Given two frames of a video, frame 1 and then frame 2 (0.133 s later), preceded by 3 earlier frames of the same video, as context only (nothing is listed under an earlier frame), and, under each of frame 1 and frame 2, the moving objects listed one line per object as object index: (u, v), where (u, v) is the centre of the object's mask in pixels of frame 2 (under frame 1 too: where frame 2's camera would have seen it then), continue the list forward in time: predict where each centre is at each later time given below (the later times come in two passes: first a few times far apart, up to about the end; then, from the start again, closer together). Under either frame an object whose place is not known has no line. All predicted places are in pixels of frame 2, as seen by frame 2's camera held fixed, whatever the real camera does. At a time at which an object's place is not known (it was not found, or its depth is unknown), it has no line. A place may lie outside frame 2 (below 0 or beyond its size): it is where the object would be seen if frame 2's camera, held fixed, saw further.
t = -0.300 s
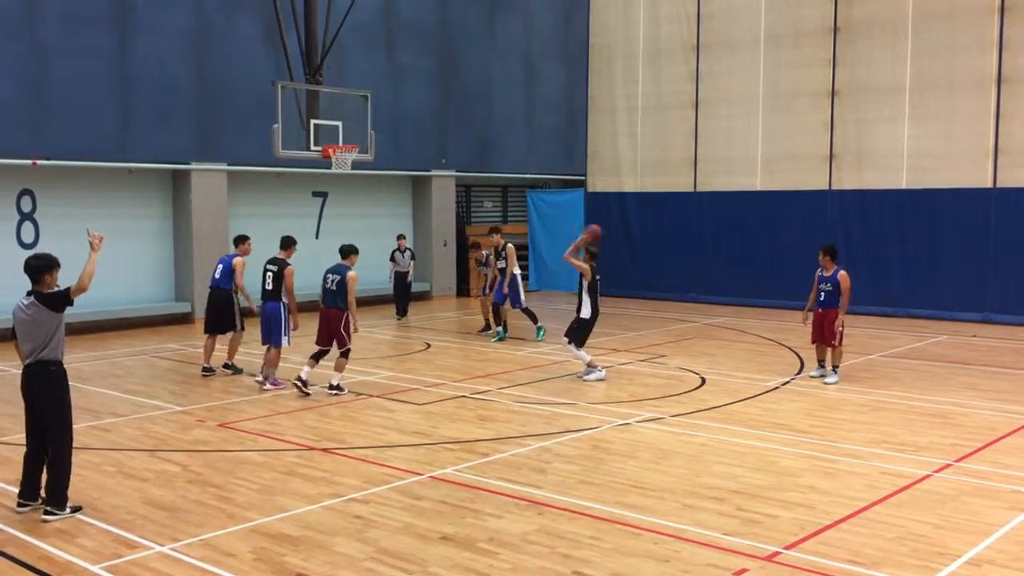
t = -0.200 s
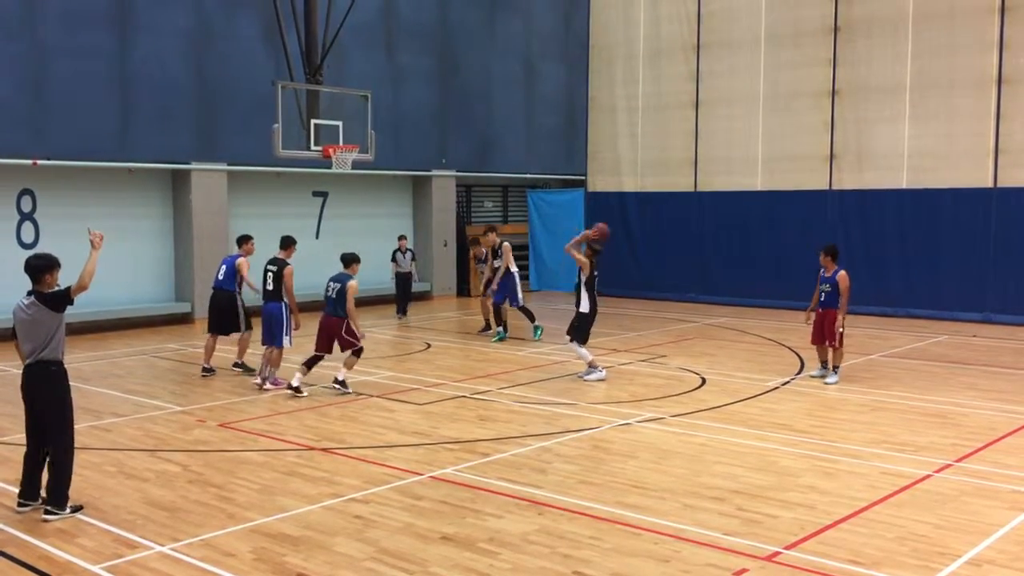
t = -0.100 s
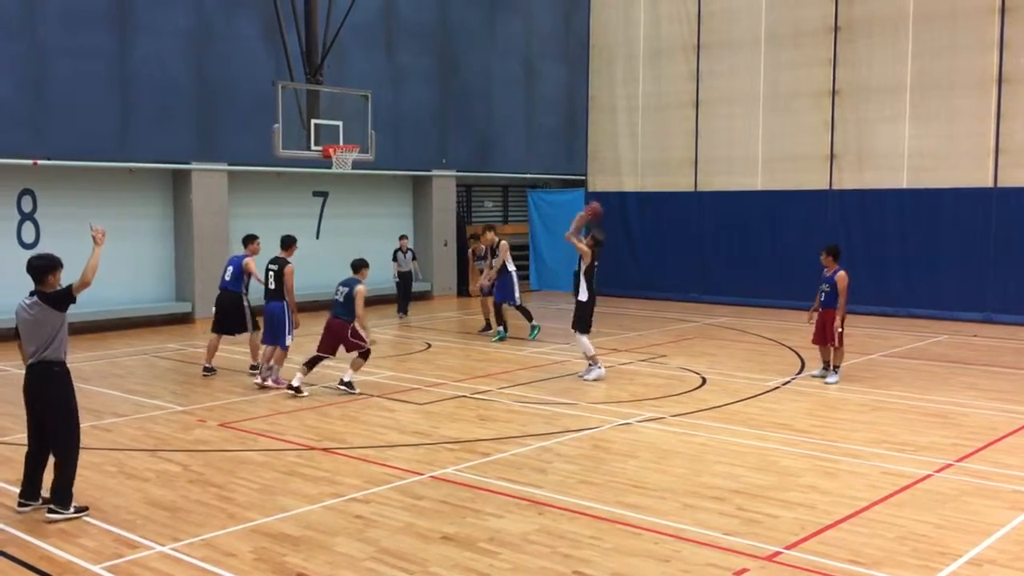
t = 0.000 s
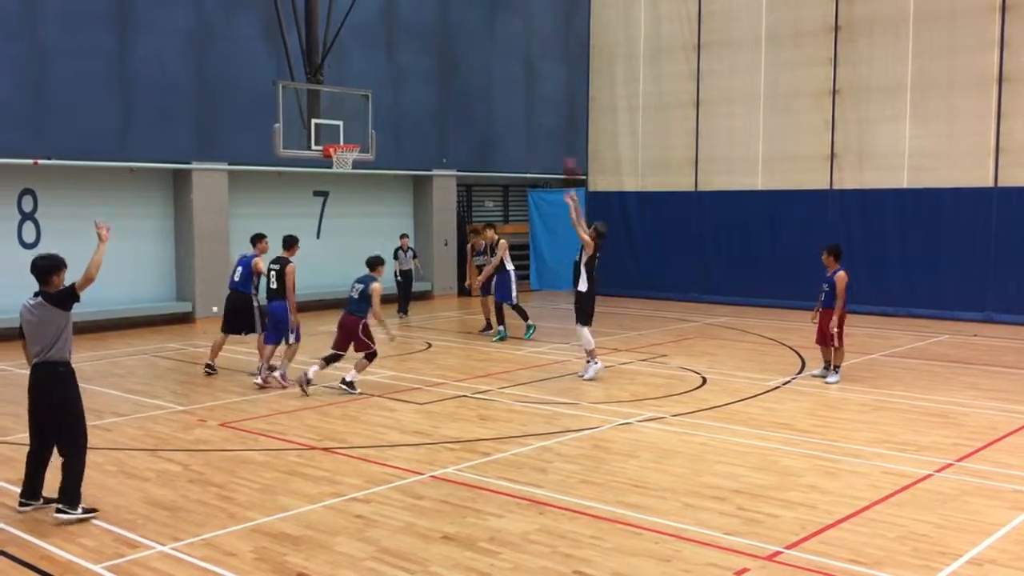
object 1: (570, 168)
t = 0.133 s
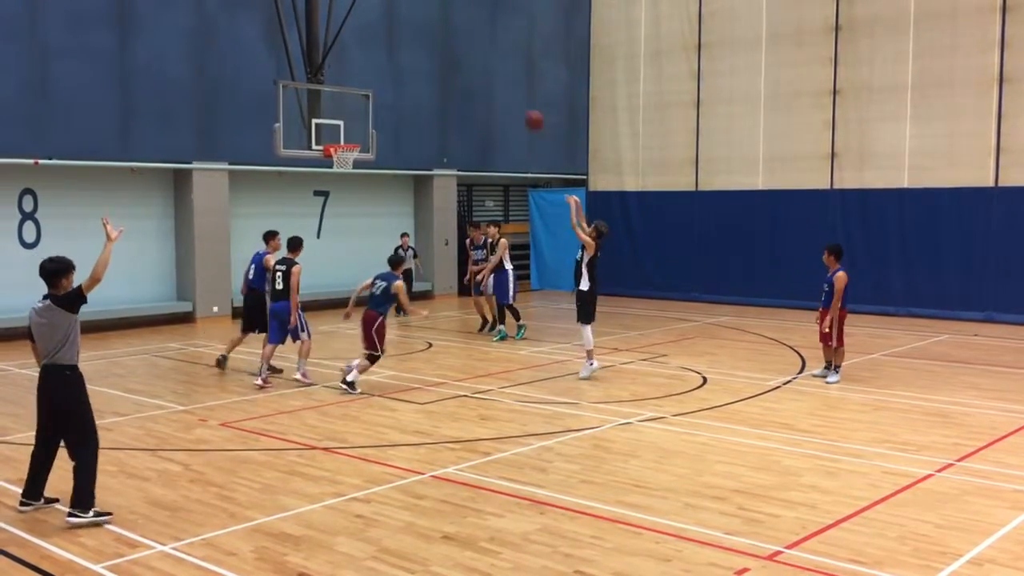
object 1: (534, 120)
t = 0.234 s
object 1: (509, 93)
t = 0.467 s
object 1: (452, 67)
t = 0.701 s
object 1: (401, 78)
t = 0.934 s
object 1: (355, 124)
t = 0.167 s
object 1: (526, 111)
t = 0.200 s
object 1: (518, 102)
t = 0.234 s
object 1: (509, 93)
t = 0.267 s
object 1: (499, 87)
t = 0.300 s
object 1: (491, 82)
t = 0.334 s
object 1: (483, 77)
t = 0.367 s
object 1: (475, 73)
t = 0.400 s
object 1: (468, 70)
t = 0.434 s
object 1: (460, 68)
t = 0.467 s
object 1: (452, 67)
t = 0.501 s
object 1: (444, 65)
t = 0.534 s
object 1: (437, 66)
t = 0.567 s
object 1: (430, 67)
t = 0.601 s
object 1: (422, 68)
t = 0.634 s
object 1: (415, 71)
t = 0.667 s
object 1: (408, 74)
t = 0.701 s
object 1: (401, 78)
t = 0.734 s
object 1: (394, 83)
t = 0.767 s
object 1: (388, 88)
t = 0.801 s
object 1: (380, 94)
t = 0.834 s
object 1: (374, 100)
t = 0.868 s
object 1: (367, 111)
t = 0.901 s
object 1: (362, 116)
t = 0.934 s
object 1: (355, 124)
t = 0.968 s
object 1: (348, 136)
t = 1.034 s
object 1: (341, 152)
